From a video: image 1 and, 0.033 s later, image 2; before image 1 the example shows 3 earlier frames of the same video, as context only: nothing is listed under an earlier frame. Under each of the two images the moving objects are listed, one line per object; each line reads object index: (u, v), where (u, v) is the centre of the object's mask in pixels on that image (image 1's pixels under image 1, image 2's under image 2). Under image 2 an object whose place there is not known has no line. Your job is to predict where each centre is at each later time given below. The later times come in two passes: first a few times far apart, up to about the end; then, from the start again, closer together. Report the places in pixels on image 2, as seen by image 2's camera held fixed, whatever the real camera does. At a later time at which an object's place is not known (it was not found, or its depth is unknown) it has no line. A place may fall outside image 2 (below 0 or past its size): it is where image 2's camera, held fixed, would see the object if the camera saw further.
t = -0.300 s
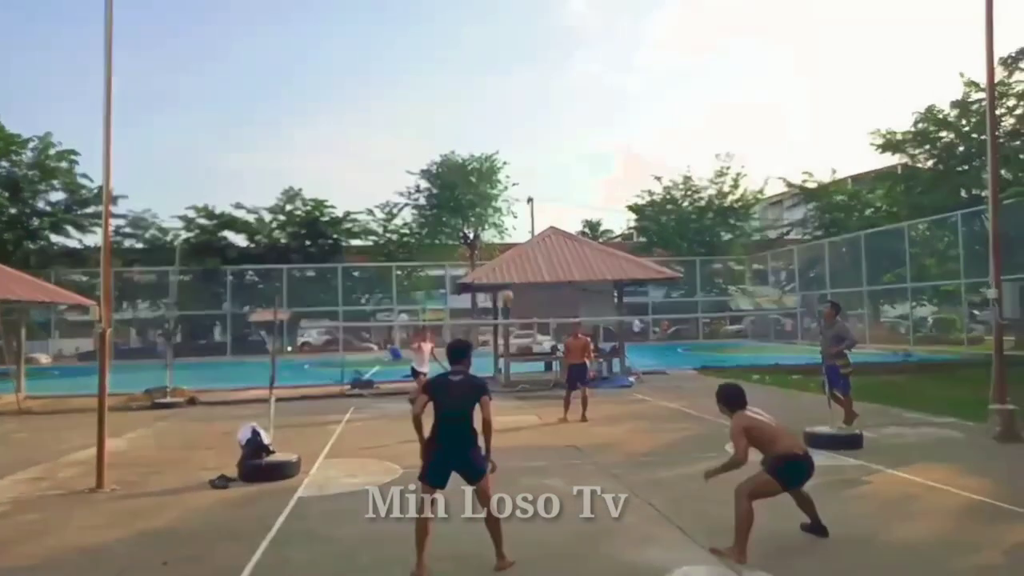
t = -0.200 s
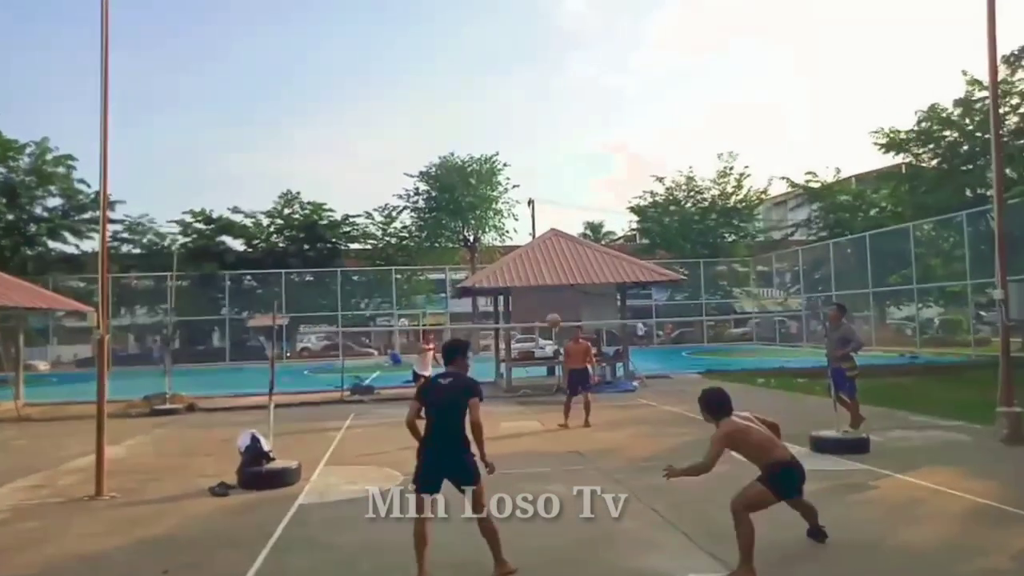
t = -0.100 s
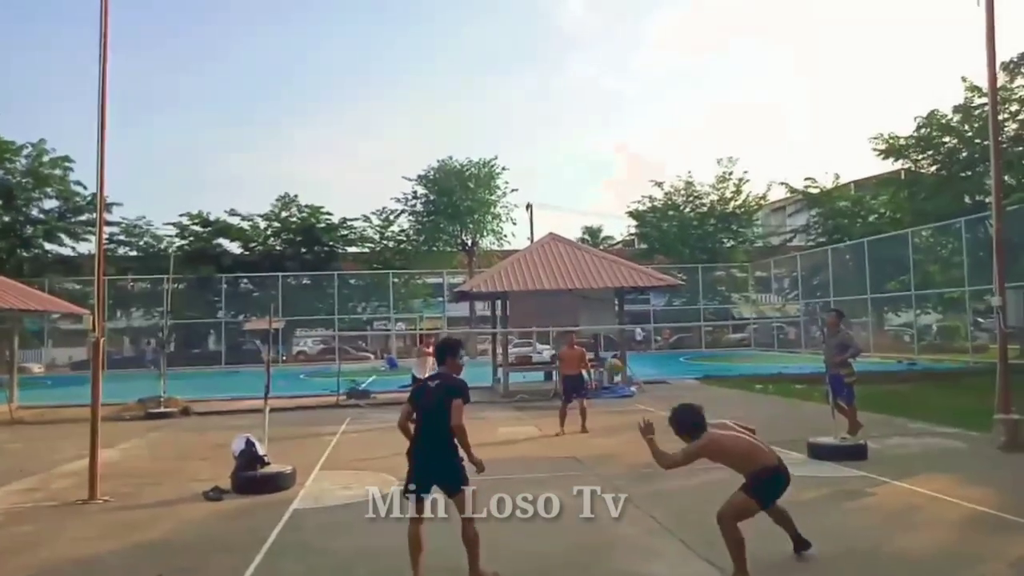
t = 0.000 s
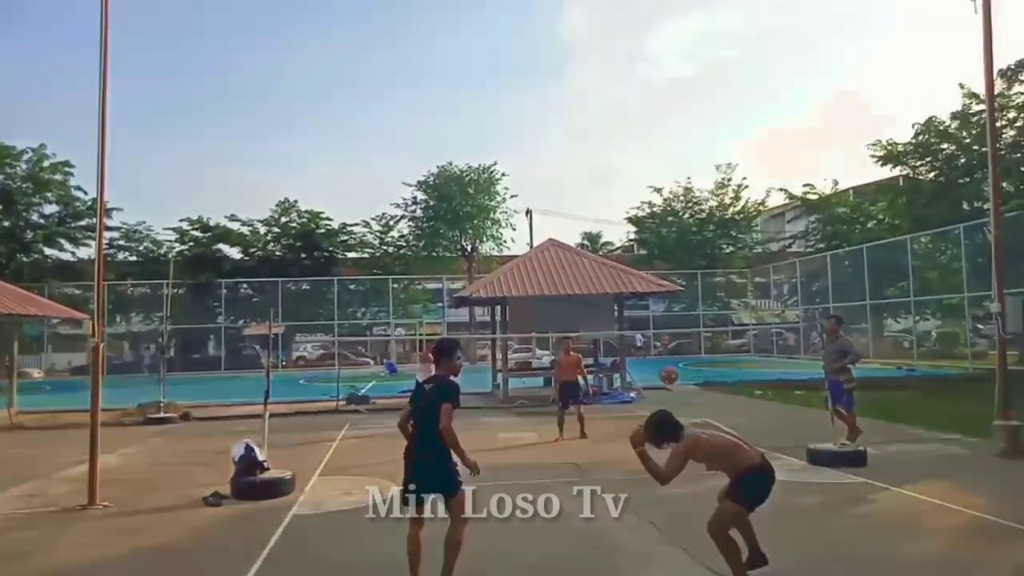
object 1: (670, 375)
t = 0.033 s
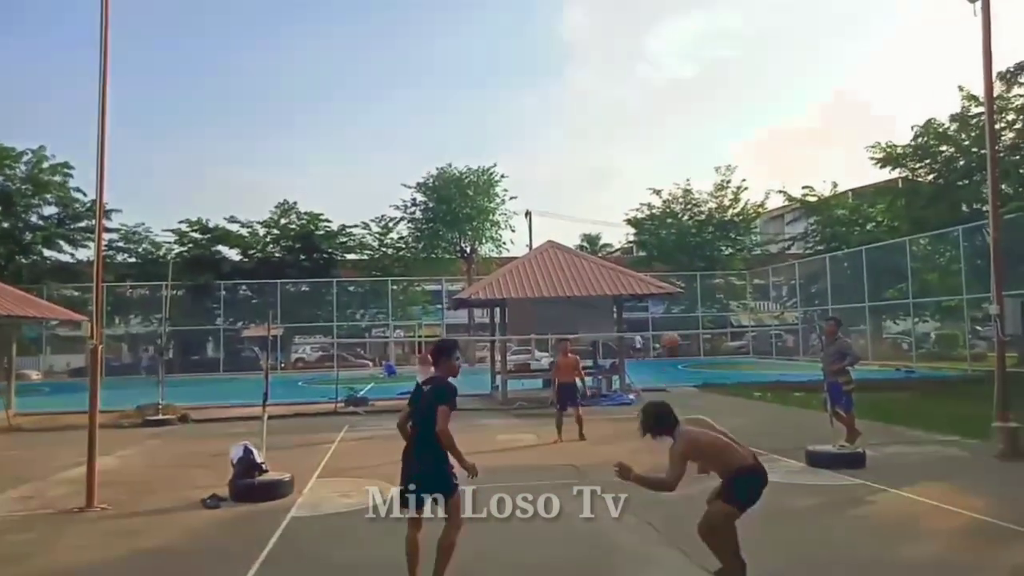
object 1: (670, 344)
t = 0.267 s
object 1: (697, 151)
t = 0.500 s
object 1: (725, 39)
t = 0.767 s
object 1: (763, 3)
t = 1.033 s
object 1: (808, 62)
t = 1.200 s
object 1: (845, 156)
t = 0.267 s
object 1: (697, 151)
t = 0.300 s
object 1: (701, 130)
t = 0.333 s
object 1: (705, 111)
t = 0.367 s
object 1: (709, 93)
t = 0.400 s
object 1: (713, 78)
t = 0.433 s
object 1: (717, 63)
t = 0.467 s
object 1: (721, 50)
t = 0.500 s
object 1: (725, 39)
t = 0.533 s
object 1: (730, 29)
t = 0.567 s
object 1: (735, 20)
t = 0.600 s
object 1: (740, 13)
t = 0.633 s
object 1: (744, 8)
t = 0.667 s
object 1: (750, 4)
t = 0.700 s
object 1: (755, 3)
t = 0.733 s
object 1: (758, 3)
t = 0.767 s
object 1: (763, 3)
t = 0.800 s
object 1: (769, 4)
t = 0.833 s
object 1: (775, 9)
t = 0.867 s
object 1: (779, 13)
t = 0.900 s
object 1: (785, 19)
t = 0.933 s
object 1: (792, 28)
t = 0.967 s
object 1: (798, 39)
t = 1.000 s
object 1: (802, 50)
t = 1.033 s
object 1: (808, 62)
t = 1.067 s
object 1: (816, 77)
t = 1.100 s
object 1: (824, 94)
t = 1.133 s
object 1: (830, 113)
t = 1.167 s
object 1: (837, 133)
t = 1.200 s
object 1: (845, 156)
